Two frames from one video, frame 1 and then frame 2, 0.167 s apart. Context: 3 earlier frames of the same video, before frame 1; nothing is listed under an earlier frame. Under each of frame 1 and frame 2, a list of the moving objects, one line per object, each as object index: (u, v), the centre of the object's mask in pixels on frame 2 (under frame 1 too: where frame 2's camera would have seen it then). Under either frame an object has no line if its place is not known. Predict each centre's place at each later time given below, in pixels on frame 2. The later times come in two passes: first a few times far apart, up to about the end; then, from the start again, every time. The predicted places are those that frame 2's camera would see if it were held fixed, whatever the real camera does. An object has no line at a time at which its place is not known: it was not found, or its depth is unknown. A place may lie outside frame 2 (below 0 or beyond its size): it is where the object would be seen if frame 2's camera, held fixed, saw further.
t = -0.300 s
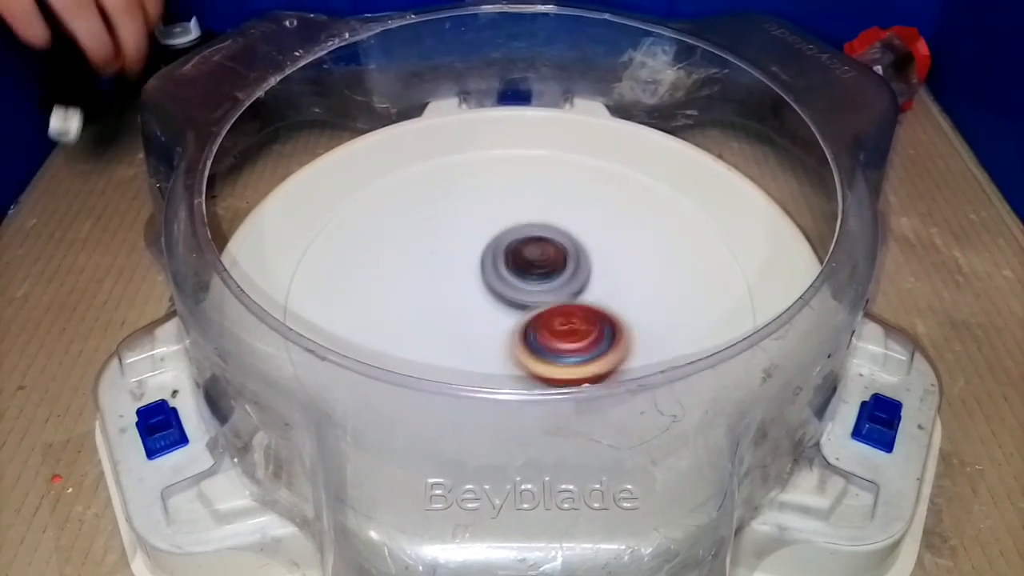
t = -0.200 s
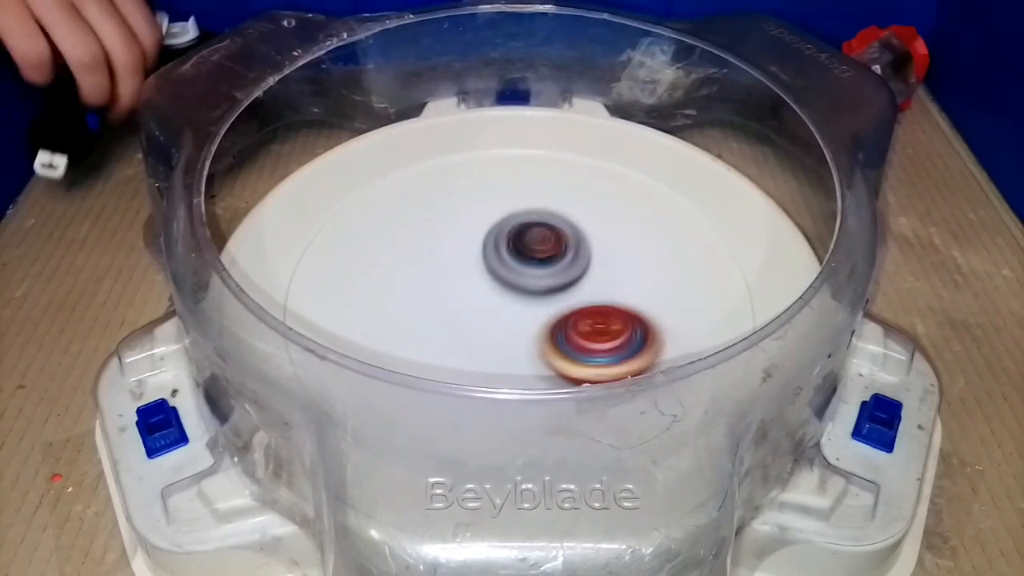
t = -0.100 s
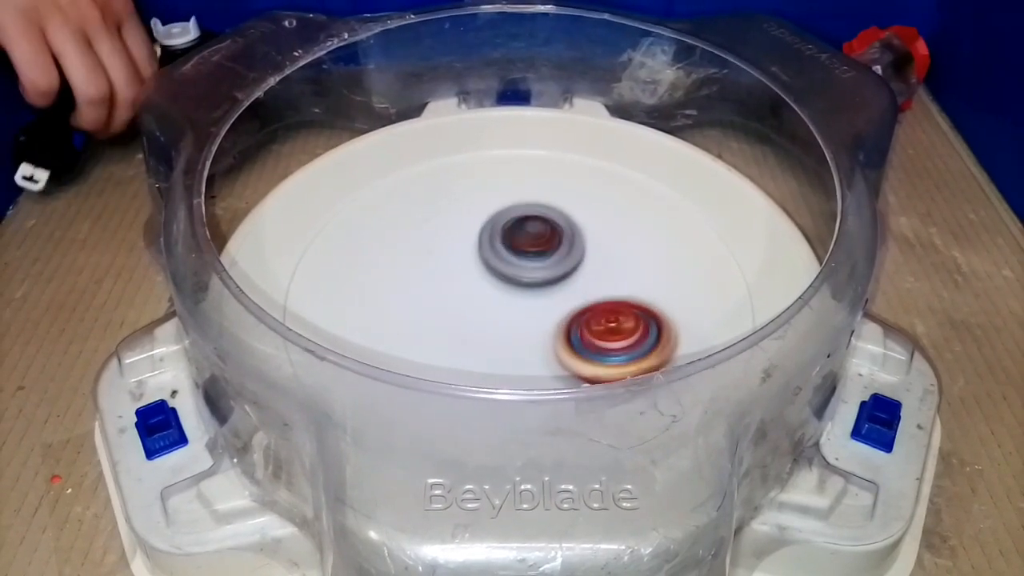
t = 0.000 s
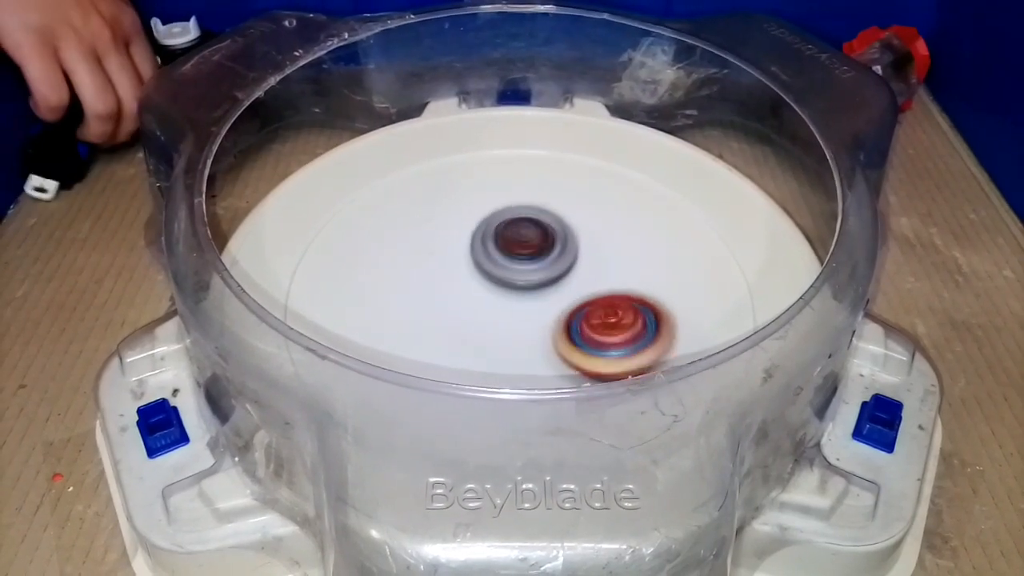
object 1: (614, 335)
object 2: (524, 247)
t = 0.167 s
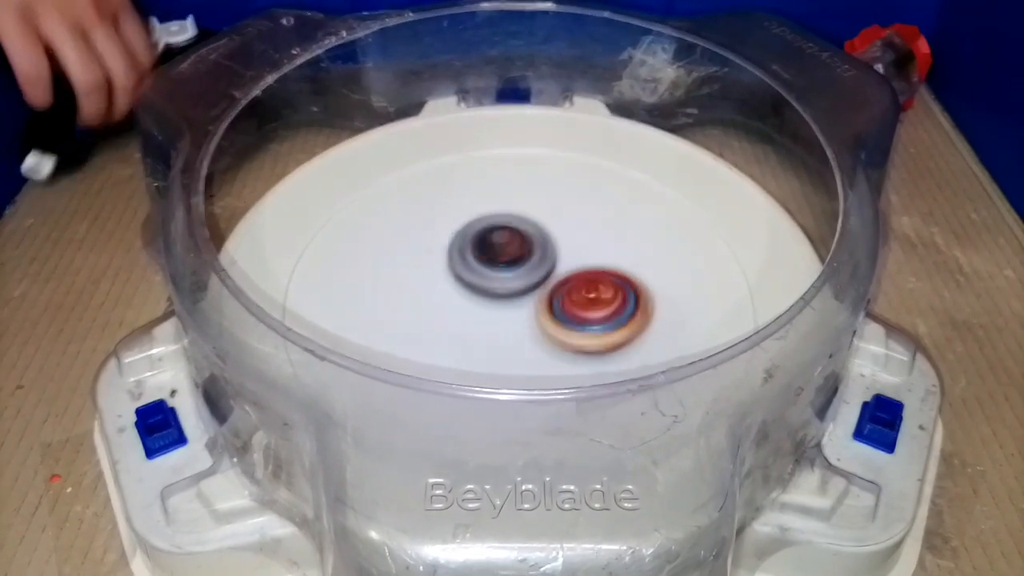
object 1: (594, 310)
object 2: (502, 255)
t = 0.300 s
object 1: (598, 291)
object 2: (468, 260)
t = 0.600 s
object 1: (586, 280)
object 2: (425, 305)
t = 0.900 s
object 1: (527, 238)
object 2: (499, 336)
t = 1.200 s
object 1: (511, 198)
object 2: (562, 321)
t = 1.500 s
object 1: (509, 225)
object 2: (574, 318)
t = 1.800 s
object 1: (442, 290)
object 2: (559, 330)
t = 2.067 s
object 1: (369, 318)
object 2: (549, 321)
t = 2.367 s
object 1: (389, 288)
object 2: (553, 276)
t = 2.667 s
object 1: (478, 308)
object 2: (546, 237)
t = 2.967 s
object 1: (546, 355)
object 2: (496, 229)
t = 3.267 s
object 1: (538, 351)
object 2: (478, 275)
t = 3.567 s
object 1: (573, 319)
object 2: (458, 282)
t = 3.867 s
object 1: (579, 265)
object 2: (467, 292)
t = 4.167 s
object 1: (581, 229)
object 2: (469, 314)
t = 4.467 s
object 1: (527, 231)
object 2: (505, 322)
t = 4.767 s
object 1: (489, 234)
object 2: (528, 321)
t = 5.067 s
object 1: (467, 216)
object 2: (536, 348)
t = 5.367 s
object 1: (469, 254)
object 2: (518, 346)
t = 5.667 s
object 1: (474, 267)
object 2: (523, 352)
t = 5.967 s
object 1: (480, 263)
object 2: (550, 337)
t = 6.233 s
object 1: (431, 217)
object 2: (611, 346)
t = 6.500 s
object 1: (446, 239)
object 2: (577, 331)
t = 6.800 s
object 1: (474, 251)
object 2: (582, 304)
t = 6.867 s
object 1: (486, 254)
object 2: (588, 298)
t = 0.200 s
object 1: (593, 304)
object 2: (496, 255)
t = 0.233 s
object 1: (591, 299)
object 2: (490, 258)
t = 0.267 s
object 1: (592, 294)
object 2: (484, 259)
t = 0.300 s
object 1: (598, 291)
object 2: (468, 260)
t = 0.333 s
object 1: (603, 289)
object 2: (456, 261)
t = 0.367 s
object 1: (606, 288)
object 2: (447, 264)
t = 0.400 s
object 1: (609, 287)
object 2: (438, 268)
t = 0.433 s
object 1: (609, 285)
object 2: (430, 274)
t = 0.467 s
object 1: (608, 284)
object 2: (426, 279)
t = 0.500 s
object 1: (604, 283)
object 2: (422, 285)
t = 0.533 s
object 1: (600, 283)
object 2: (420, 292)
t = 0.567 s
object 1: (594, 281)
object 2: (422, 299)
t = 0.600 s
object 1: (586, 280)
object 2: (425, 305)
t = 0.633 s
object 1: (579, 278)
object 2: (430, 311)
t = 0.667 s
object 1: (570, 276)
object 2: (437, 318)
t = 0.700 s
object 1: (559, 273)
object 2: (447, 323)
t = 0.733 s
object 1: (550, 268)
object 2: (456, 326)
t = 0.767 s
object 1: (544, 261)
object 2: (463, 331)
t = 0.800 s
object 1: (539, 255)
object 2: (470, 334)
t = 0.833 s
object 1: (534, 249)
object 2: (478, 336)
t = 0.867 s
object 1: (530, 243)
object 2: (488, 336)
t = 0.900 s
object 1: (527, 238)
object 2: (499, 336)
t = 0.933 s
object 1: (525, 234)
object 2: (509, 332)
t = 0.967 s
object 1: (522, 228)
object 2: (518, 329)
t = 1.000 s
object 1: (521, 225)
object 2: (528, 324)
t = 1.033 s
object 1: (520, 222)
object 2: (535, 317)
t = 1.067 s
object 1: (519, 221)
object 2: (539, 312)
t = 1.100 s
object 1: (518, 219)
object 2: (544, 306)
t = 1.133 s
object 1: (514, 214)
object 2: (551, 312)
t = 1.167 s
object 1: (512, 204)
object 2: (556, 317)
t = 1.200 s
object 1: (511, 198)
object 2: (562, 321)
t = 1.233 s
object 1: (511, 195)
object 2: (566, 323)
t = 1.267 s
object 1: (512, 193)
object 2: (571, 324)
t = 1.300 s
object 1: (513, 192)
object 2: (576, 325)
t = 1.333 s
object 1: (515, 193)
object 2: (580, 325)
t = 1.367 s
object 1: (515, 196)
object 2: (583, 325)
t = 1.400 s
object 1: (515, 202)
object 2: (583, 324)
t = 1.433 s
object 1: (515, 208)
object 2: (580, 322)
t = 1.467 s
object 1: (512, 216)
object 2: (577, 320)
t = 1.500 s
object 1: (509, 225)
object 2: (574, 318)
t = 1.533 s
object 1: (505, 233)
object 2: (570, 315)
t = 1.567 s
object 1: (499, 242)
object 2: (567, 315)
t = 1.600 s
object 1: (488, 249)
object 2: (569, 318)
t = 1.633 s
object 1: (480, 256)
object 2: (569, 321)
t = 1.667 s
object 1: (472, 263)
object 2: (569, 324)
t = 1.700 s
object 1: (465, 270)
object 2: (568, 327)
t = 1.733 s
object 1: (456, 276)
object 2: (565, 329)
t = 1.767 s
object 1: (449, 284)
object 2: (563, 330)
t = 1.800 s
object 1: (442, 290)
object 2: (559, 330)
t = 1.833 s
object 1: (434, 295)
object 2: (555, 330)
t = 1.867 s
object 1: (427, 301)
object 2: (551, 329)
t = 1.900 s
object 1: (420, 306)
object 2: (545, 329)
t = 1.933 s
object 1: (412, 311)
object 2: (539, 328)
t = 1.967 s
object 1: (407, 316)
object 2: (532, 327)
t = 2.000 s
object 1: (400, 319)
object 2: (528, 326)
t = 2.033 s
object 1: (384, 320)
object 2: (539, 324)
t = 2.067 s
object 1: (369, 318)
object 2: (549, 321)
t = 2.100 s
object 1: (358, 316)
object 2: (557, 317)
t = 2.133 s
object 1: (350, 312)
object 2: (561, 312)
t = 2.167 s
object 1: (343, 309)
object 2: (564, 308)
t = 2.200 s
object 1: (340, 304)
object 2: (566, 302)
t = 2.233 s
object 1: (343, 300)
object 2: (566, 296)
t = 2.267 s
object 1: (350, 295)
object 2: (565, 290)
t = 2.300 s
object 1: (362, 291)
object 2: (562, 285)
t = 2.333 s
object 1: (374, 290)
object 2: (558, 281)
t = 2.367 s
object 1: (389, 288)
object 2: (553, 276)
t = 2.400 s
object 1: (405, 287)
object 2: (546, 272)
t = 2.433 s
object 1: (422, 287)
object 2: (542, 269)
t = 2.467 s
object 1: (427, 289)
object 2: (548, 261)
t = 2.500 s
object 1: (433, 292)
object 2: (554, 256)
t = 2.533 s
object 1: (440, 295)
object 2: (556, 250)
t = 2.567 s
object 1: (449, 298)
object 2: (555, 247)
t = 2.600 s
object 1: (457, 302)
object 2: (553, 243)
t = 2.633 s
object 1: (468, 305)
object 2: (550, 239)
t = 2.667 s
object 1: (478, 308)
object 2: (546, 237)
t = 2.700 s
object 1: (488, 311)
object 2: (540, 235)
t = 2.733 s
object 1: (498, 314)
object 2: (533, 235)
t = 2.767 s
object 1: (507, 317)
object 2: (527, 236)
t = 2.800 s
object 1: (519, 322)
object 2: (520, 236)
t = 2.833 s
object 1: (527, 334)
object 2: (517, 231)
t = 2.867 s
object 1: (533, 340)
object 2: (512, 228)
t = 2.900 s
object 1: (538, 347)
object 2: (507, 227)
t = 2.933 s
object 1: (542, 351)
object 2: (502, 227)
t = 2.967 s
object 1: (546, 355)
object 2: (496, 229)
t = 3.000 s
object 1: (549, 358)
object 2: (491, 231)
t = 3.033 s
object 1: (549, 360)
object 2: (486, 236)
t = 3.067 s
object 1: (548, 361)
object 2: (482, 240)
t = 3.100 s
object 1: (546, 362)
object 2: (479, 246)
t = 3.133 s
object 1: (544, 361)
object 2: (478, 252)
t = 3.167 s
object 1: (539, 360)
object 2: (477, 259)
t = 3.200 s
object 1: (536, 357)
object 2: (478, 266)
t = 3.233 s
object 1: (534, 353)
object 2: (479, 273)
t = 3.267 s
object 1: (538, 351)
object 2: (478, 275)
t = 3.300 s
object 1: (547, 352)
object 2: (472, 271)
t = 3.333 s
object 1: (553, 351)
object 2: (469, 270)
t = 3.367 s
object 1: (558, 349)
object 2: (465, 271)
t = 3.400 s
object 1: (563, 346)
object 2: (462, 271)
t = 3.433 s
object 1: (567, 343)
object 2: (459, 273)
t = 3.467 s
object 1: (569, 338)
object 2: (457, 275)
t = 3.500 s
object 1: (571, 332)
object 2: (457, 277)
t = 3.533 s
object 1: (572, 326)
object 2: (456, 279)
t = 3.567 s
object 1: (573, 319)
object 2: (458, 282)
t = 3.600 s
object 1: (573, 313)
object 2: (459, 285)
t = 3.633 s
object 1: (575, 306)
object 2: (460, 287)
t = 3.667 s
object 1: (578, 300)
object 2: (458, 288)
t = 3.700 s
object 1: (580, 293)
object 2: (456, 289)
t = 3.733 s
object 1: (581, 288)
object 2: (456, 289)
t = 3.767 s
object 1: (581, 281)
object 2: (458, 290)
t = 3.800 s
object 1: (582, 276)
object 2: (460, 290)
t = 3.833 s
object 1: (580, 269)
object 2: (463, 291)
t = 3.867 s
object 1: (579, 265)
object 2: (467, 292)
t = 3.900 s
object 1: (578, 258)
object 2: (465, 295)
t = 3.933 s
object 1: (584, 250)
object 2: (459, 297)
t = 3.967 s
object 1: (587, 245)
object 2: (456, 300)
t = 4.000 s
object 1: (589, 241)
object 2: (455, 303)
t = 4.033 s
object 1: (589, 236)
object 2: (455, 306)
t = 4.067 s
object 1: (589, 233)
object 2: (457, 308)
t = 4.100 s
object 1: (587, 230)
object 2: (459, 311)
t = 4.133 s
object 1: (585, 229)
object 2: (464, 313)
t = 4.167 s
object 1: (581, 229)
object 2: (469, 314)
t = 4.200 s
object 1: (578, 230)
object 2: (475, 315)
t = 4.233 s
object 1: (573, 231)
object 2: (480, 315)
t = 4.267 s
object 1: (567, 233)
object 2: (487, 315)
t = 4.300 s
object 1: (558, 235)
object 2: (493, 313)
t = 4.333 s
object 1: (552, 236)
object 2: (497, 314)
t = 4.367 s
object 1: (547, 234)
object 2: (500, 316)
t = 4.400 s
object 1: (541, 234)
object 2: (502, 318)
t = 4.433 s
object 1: (533, 234)
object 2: (504, 318)
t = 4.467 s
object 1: (527, 231)
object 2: (505, 322)
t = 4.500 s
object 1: (523, 228)
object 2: (508, 326)
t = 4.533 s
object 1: (518, 225)
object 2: (510, 329)
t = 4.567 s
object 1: (514, 224)
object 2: (513, 330)
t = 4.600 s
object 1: (509, 224)
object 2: (516, 330)
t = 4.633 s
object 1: (507, 224)
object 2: (519, 330)
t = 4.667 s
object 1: (502, 225)
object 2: (522, 328)
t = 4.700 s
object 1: (496, 228)
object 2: (524, 327)
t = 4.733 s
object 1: (491, 231)
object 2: (526, 324)
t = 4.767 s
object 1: (489, 234)
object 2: (528, 321)
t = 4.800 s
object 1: (483, 236)
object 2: (529, 320)
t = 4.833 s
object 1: (477, 231)
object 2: (532, 329)
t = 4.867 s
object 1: (472, 224)
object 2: (535, 337)
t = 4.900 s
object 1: (470, 220)
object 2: (535, 340)
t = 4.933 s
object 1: (467, 216)
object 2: (537, 342)
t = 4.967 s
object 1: (467, 215)
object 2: (537, 345)
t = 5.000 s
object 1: (466, 214)
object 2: (538, 346)
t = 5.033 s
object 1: (467, 214)
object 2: (537, 347)
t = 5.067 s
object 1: (467, 216)
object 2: (536, 348)
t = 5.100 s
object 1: (469, 219)
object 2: (534, 348)
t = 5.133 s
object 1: (470, 223)
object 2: (532, 348)
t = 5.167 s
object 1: (472, 229)
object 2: (530, 345)
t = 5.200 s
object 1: (472, 236)
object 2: (527, 344)
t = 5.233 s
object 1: (474, 243)
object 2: (524, 341)
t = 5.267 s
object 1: (474, 251)
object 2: (521, 337)
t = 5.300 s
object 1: (472, 255)
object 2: (520, 338)
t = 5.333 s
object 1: (470, 256)
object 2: (517, 342)
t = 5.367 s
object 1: (469, 254)
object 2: (518, 346)
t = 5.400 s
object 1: (468, 253)
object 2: (519, 349)
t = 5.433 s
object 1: (468, 253)
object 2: (518, 350)
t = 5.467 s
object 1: (469, 254)
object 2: (518, 353)
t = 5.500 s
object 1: (469, 255)
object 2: (518, 354)
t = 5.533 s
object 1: (471, 257)
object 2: (518, 354)
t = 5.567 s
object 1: (473, 259)
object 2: (517, 353)
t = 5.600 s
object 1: (475, 263)
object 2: (516, 353)
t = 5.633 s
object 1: (477, 267)
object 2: (517, 350)
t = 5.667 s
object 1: (474, 267)
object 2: (523, 352)
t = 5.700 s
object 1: (471, 263)
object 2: (526, 353)
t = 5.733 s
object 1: (470, 261)
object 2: (531, 354)
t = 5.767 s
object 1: (470, 259)
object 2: (536, 354)
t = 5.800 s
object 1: (471, 259)
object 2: (540, 353)
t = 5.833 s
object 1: (472, 259)
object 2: (544, 351)
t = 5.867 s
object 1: (474, 260)
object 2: (547, 349)
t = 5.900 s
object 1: (477, 260)
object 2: (548, 346)
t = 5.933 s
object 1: (480, 262)
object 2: (549, 340)
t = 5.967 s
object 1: (480, 263)
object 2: (550, 337)
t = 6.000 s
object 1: (469, 255)
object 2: (564, 341)
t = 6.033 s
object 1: (458, 243)
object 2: (584, 346)
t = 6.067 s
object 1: (446, 235)
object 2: (597, 348)
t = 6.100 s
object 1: (442, 231)
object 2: (602, 348)
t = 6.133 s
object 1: (439, 225)
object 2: (608, 348)
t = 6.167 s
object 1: (437, 222)
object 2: (611, 347)
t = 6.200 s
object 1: (436, 219)
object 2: (610, 346)
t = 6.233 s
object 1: (431, 217)
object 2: (611, 346)
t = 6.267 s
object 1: (429, 215)
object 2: (609, 347)
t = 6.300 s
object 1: (427, 215)
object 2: (607, 346)
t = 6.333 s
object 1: (429, 217)
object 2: (607, 345)
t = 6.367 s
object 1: (430, 219)
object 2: (605, 344)
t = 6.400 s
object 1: (432, 224)
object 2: (599, 343)
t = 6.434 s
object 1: (436, 228)
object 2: (591, 340)
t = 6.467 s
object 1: (440, 233)
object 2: (584, 336)
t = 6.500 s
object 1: (446, 239)
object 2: (577, 331)
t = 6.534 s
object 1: (451, 244)
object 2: (570, 325)
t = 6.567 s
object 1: (457, 249)
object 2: (567, 321)
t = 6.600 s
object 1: (464, 254)
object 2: (563, 316)
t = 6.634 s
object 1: (467, 256)
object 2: (562, 313)
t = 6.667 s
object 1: (463, 252)
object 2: (572, 315)
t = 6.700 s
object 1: (462, 251)
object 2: (576, 314)
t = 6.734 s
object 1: (463, 252)
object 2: (576, 312)
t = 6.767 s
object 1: (469, 252)
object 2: (579, 307)
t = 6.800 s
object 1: (474, 251)
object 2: (582, 304)
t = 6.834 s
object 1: (478, 253)
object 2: (584, 302)
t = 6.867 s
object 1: (486, 254)
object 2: (588, 298)
